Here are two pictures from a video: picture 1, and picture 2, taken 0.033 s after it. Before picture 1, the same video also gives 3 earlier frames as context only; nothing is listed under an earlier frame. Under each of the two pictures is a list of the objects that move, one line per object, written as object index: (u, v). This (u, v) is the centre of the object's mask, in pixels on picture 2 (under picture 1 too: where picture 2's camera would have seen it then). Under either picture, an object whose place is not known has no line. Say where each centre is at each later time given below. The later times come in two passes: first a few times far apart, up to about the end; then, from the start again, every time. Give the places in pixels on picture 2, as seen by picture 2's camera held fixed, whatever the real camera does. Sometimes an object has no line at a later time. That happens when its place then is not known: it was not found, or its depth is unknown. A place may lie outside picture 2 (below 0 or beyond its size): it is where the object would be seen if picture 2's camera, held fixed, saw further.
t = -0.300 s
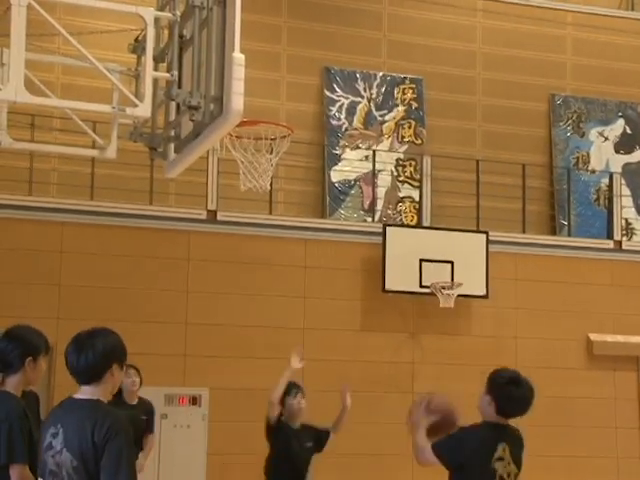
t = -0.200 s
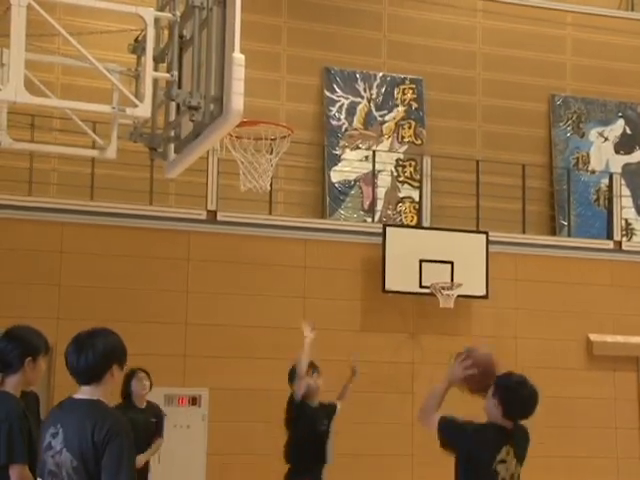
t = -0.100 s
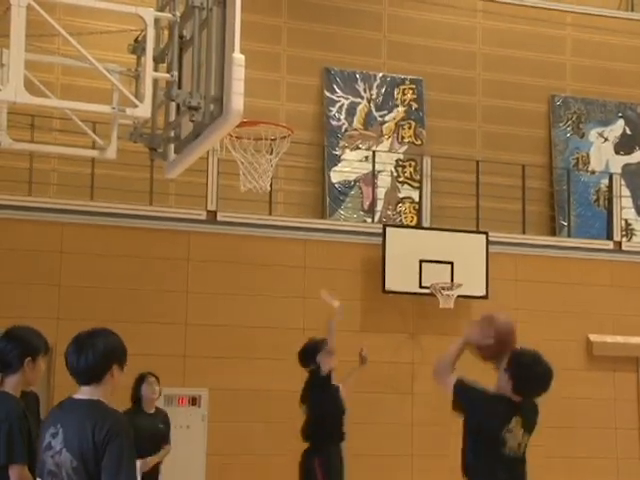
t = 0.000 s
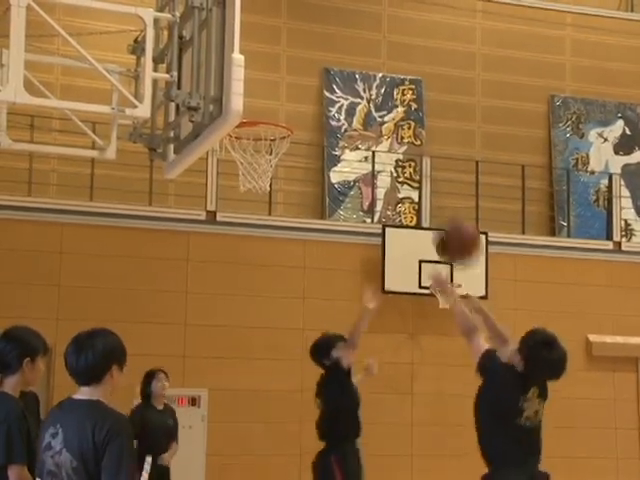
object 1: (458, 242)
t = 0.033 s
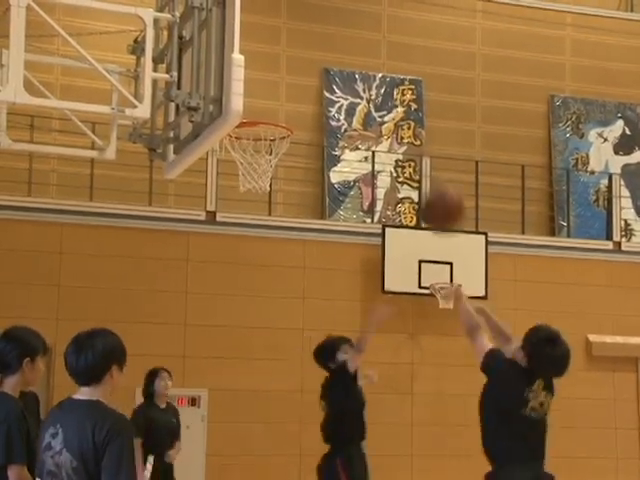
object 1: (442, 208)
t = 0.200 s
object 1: (370, 88)
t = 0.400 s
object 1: (297, 25)
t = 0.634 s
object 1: (256, 37)
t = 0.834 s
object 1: (276, 101)
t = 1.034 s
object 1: (301, 70)
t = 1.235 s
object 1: (324, 99)
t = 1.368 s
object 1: (337, 149)
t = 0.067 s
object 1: (427, 178)
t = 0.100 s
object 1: (411, 154)
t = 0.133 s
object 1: (398, 129)
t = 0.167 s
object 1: (384, 109)
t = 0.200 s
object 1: (370, 88)
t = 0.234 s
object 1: (357, 73)
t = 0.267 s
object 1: (344, 59)
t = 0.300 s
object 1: (332, 48)
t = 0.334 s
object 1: (321, 39)
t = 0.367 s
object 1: (308, 31)
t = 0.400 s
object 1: (297, 25)
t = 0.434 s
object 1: (285, 21)
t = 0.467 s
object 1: (274, 20)
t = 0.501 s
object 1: (264, 19)
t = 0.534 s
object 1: (255, 21)
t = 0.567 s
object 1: (252, 25)
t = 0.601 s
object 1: (254, 30)
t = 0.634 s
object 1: (256, 37)
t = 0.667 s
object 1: (259, 46)
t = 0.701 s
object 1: (262, 57)
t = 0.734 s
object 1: (266, 69)
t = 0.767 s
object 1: (269, 83)
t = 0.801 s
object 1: (272, 98)
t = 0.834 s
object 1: (276, 101)
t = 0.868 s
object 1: (280, 92)
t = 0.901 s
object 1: (285, 85)
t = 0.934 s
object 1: (289, 79)
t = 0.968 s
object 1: (293, 74)
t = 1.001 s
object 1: (297, 72)
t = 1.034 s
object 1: (301, 70)
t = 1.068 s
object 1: (305, 72)
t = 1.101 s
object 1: (309, 74)
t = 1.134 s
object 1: (313, 77)
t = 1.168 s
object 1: (316, 83)
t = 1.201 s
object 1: (319, 90)
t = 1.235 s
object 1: (324, 99)
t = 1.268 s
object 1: (327, 108)
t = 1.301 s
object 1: (331, 120)
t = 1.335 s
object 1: (334, 133)
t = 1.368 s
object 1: (337, 149)
